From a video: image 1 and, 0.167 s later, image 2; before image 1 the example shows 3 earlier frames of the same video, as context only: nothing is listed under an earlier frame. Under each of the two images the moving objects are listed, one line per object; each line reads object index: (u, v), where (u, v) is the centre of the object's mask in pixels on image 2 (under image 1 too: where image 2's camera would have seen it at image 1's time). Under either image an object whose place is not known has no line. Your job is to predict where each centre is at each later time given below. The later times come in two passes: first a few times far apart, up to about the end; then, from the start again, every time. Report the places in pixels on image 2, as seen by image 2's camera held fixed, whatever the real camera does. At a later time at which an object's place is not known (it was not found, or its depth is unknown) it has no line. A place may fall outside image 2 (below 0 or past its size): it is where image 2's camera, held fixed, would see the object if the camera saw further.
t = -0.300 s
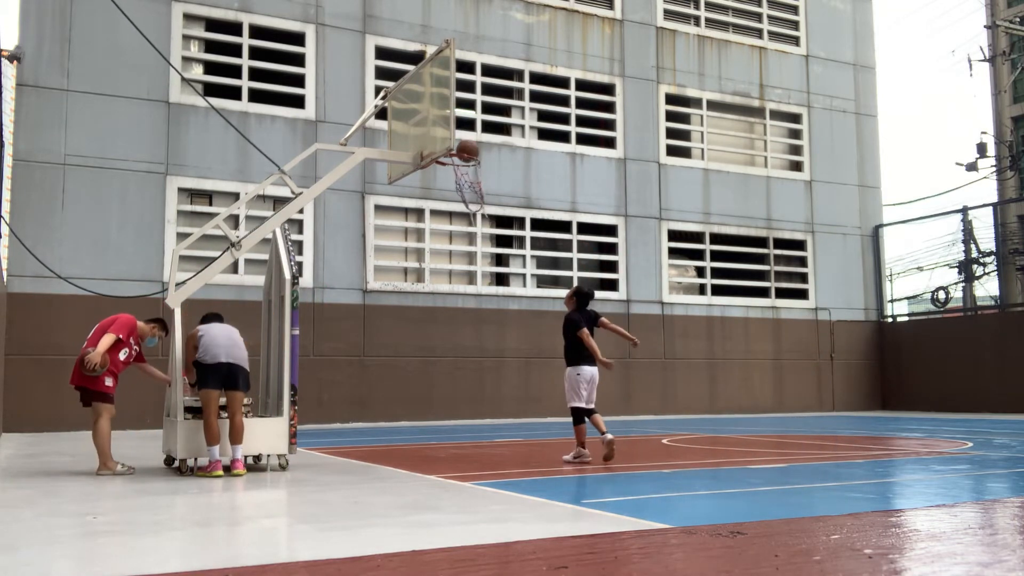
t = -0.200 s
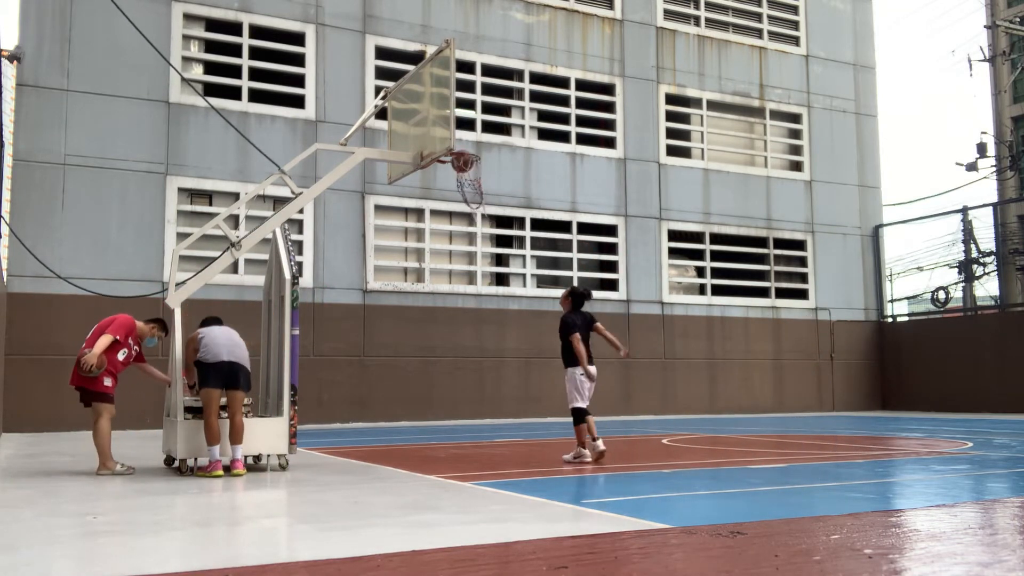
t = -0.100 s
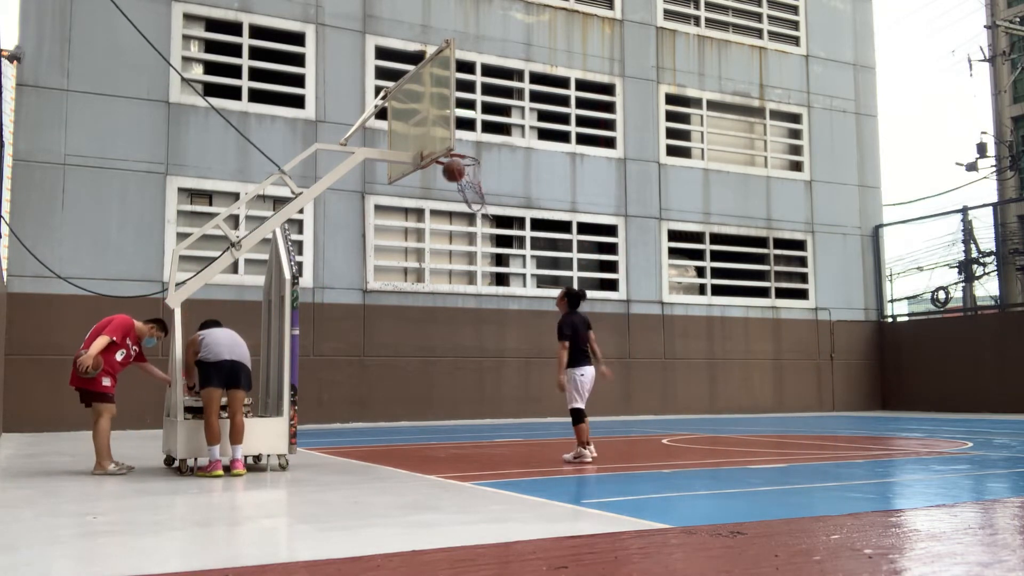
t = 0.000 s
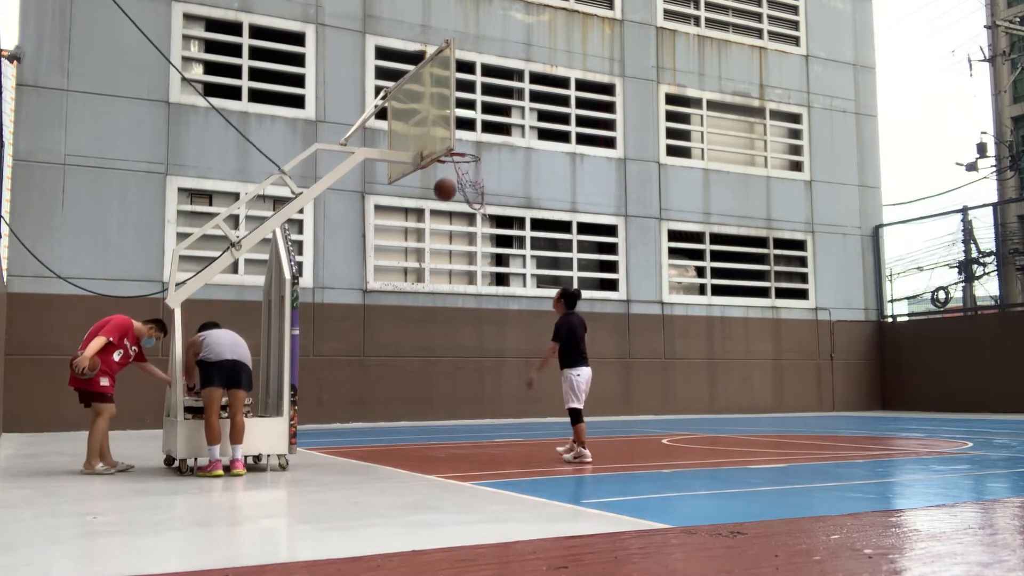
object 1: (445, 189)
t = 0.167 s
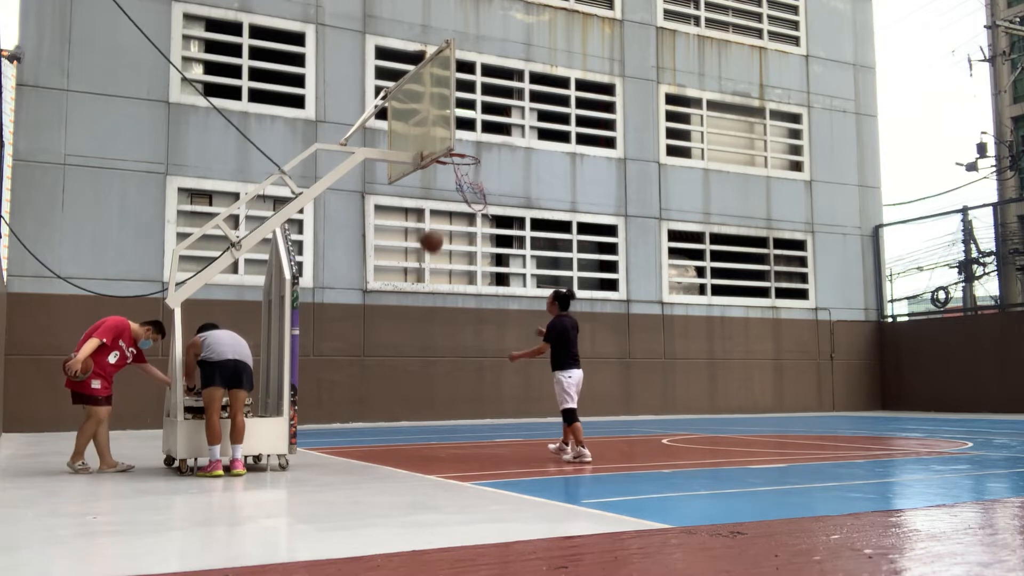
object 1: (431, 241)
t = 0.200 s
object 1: (429, 254)
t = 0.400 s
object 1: (413, 359)
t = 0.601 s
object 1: (398, 403)
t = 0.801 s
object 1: (386, 305)
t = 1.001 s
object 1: (374, 245)
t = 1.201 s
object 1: (362, 224)
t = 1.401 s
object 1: (351, 240)
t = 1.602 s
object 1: (340, 294)
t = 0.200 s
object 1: (429, 254)
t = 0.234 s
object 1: (426, 269)
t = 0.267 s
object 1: (423, 285)
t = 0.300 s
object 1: (421, 303)
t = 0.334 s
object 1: (419, 320)
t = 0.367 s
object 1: (416, 338)
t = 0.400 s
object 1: (413, 359)
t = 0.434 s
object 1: (411, 379)
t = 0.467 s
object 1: (408, 403)
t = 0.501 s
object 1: (405, 425)
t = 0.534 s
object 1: (402, 447)
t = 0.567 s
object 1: (400, 424)
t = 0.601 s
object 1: (398, 403)
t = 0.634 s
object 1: (396, 384)
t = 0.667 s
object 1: (394, 367)
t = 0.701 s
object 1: (392, 350)
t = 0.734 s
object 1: (390, 334)
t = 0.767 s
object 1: (388, 319)
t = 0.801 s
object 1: (386, 305)
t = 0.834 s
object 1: (384, 292)
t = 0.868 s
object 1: (382, 281)
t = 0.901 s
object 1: (380, 270)
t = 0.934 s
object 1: (378, 261)
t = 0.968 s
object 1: (376, 252)
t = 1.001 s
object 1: (374, 245)
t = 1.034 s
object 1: (372, 239)
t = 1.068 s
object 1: (370, 234)
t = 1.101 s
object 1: (368, 230)
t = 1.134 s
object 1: (366, 227)
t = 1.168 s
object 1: (364, 225)
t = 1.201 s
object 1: (362, 224)
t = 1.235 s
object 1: (360, 224)
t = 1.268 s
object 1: (358, 226)
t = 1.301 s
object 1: (356, 228)
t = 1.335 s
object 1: (354, 231)
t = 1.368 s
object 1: (353, 235)
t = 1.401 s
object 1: (351, 240)
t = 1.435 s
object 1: (349, 246)
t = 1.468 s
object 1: (347, 254)
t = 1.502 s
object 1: (345, 262)
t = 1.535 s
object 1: (343, 272)
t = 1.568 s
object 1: (341, 282)
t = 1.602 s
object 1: (340, 294)
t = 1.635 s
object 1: (338, 307)
